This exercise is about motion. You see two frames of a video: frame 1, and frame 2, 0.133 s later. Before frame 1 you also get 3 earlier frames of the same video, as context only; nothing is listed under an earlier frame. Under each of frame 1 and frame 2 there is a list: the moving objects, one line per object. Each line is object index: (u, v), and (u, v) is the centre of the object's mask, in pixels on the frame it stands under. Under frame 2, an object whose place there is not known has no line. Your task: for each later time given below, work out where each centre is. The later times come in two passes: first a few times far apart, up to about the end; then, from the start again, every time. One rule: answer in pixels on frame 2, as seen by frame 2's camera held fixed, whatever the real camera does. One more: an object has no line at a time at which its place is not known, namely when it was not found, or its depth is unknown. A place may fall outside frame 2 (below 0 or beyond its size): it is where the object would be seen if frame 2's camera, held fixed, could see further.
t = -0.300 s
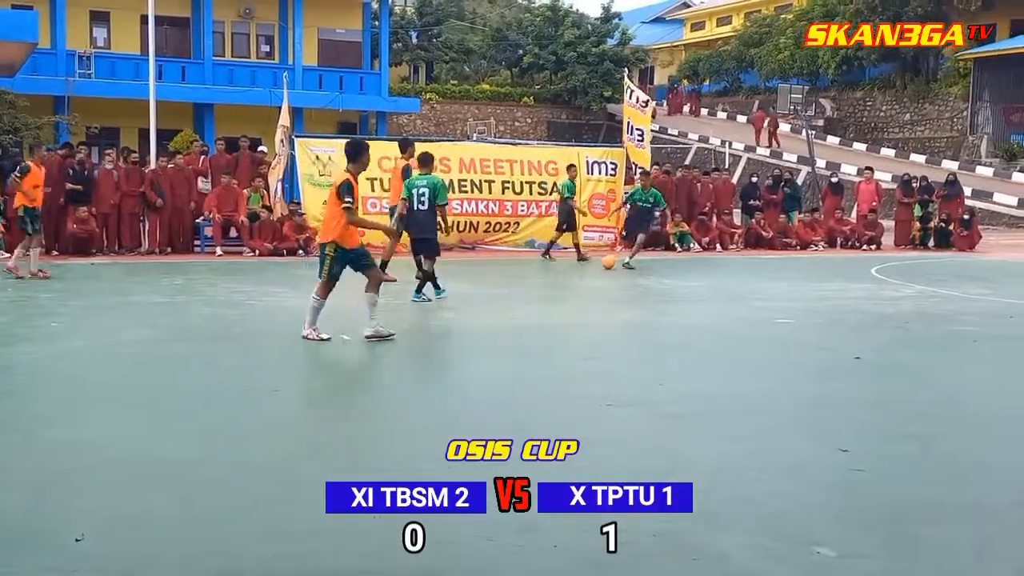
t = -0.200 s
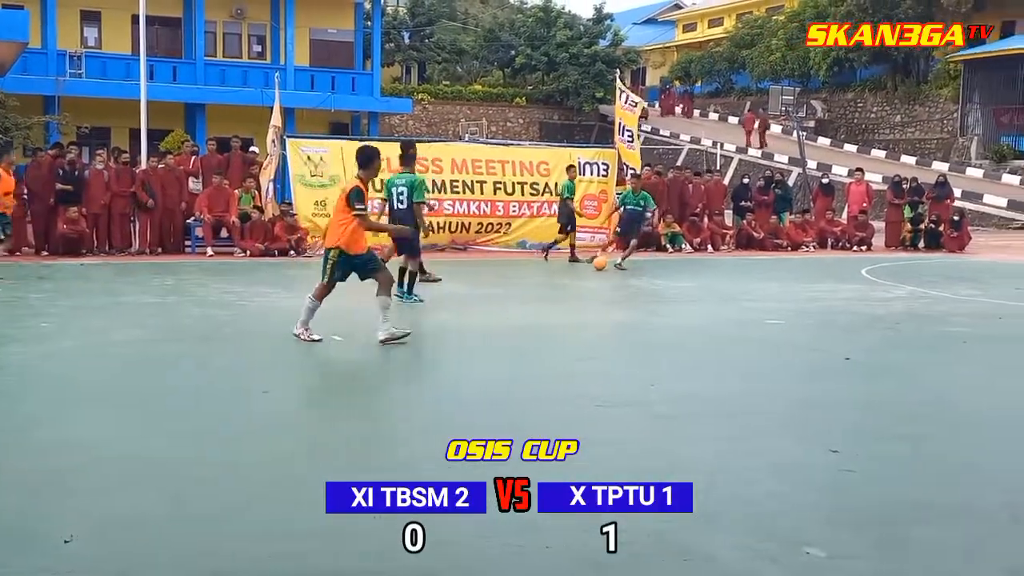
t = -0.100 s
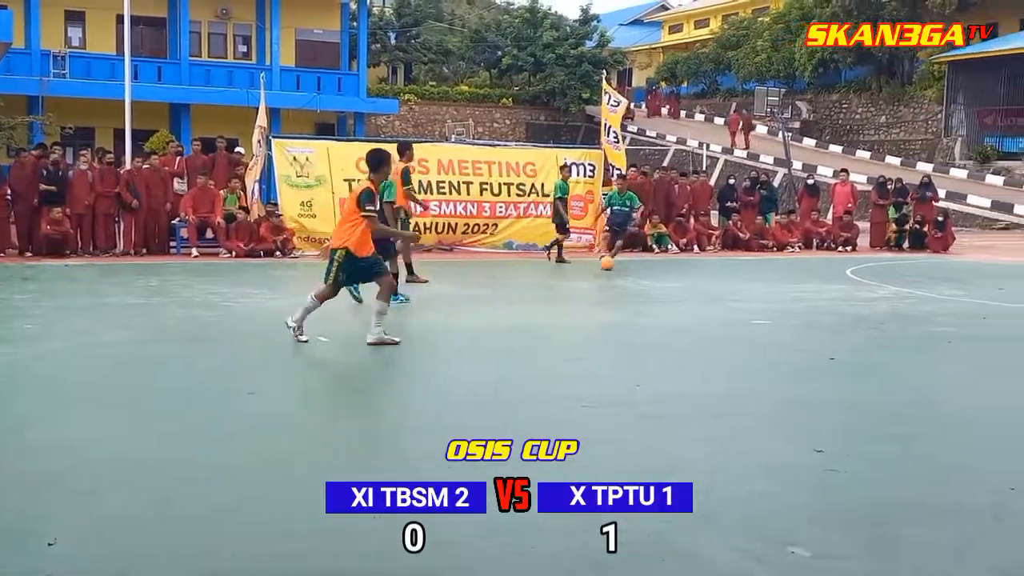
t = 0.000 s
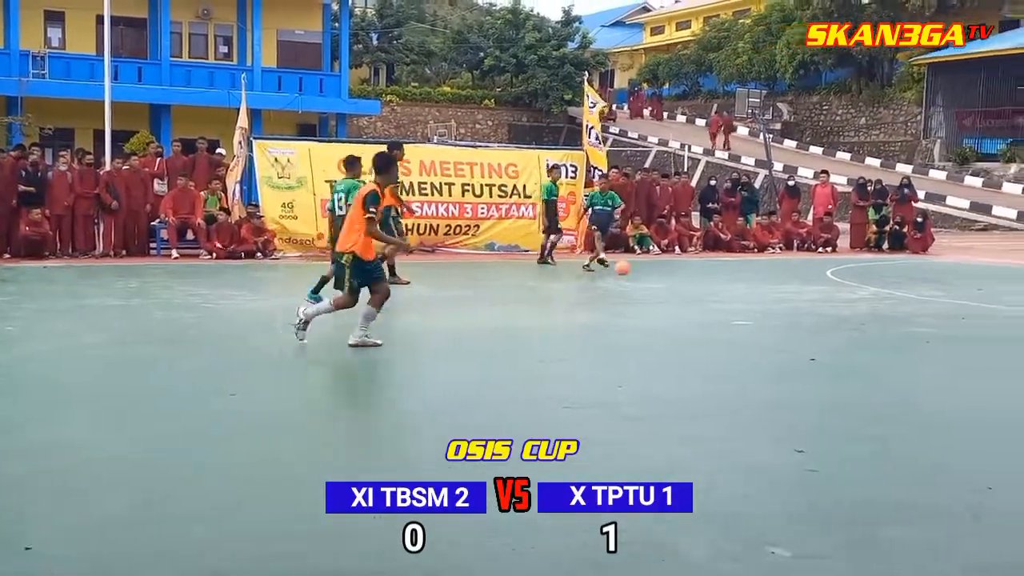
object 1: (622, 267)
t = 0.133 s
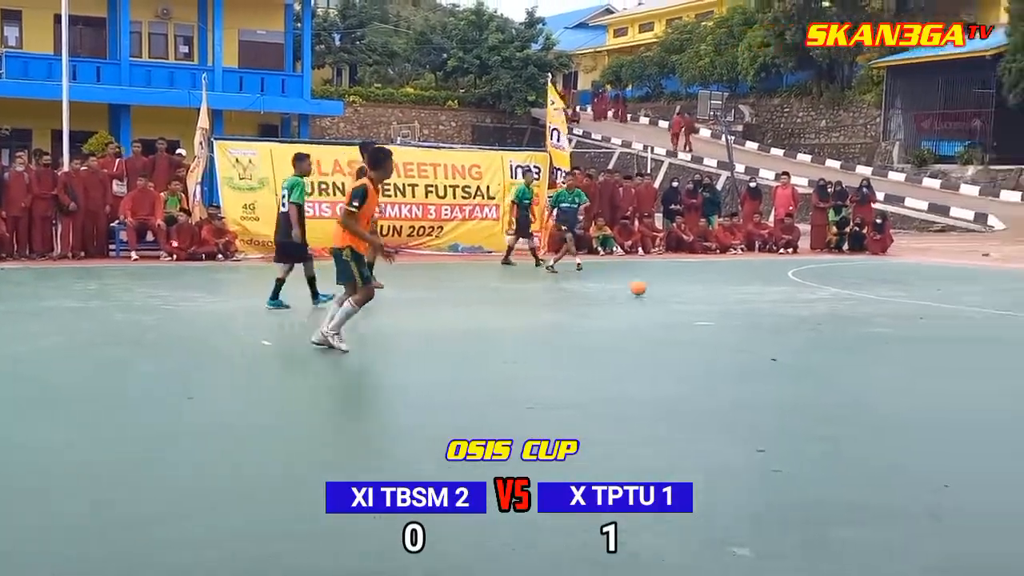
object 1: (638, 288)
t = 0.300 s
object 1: (712, 302)
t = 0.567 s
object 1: (856, 326)
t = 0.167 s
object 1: (652, 291)
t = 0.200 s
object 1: (665, 292)
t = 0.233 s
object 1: (681, 294)
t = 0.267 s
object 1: (696, 297)
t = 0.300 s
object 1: (712, 302)
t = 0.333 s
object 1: (728, 303)
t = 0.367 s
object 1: (744, 305)
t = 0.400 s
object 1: (762, 308)
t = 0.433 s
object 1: (780, 313)
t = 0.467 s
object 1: (798, 314)
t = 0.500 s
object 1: (816, 318)
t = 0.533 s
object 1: (836, 322)
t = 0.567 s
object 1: (856, 326)
